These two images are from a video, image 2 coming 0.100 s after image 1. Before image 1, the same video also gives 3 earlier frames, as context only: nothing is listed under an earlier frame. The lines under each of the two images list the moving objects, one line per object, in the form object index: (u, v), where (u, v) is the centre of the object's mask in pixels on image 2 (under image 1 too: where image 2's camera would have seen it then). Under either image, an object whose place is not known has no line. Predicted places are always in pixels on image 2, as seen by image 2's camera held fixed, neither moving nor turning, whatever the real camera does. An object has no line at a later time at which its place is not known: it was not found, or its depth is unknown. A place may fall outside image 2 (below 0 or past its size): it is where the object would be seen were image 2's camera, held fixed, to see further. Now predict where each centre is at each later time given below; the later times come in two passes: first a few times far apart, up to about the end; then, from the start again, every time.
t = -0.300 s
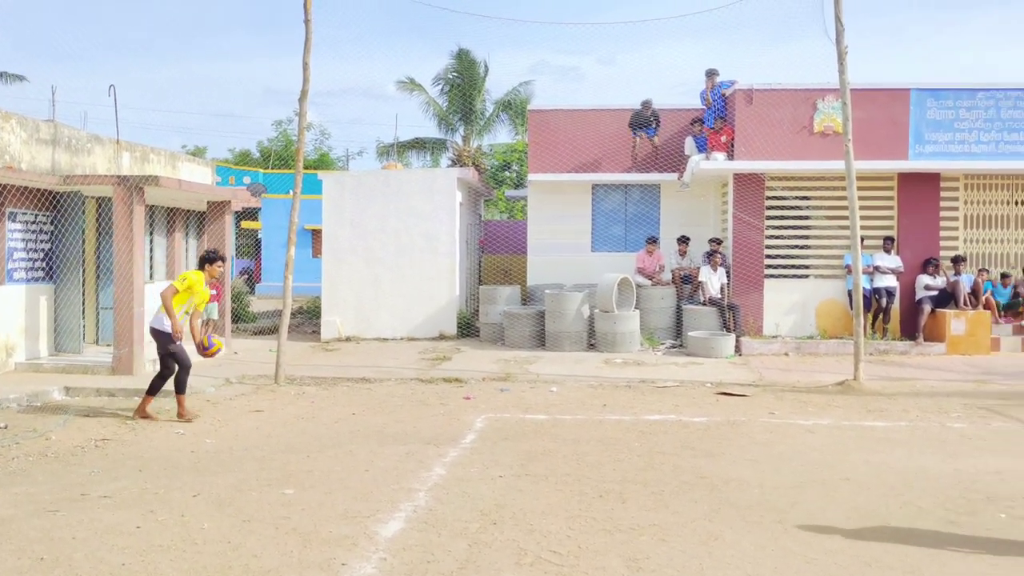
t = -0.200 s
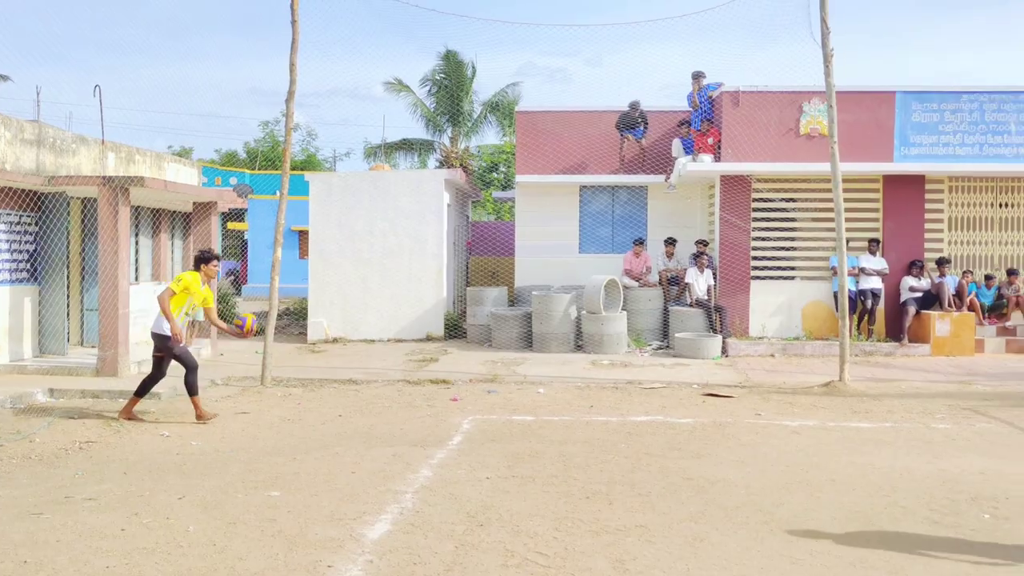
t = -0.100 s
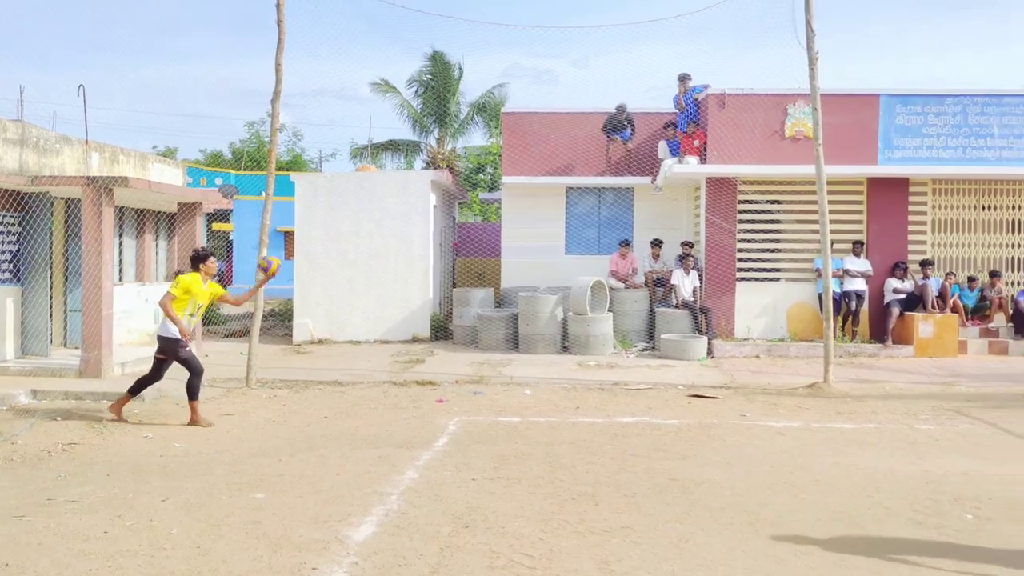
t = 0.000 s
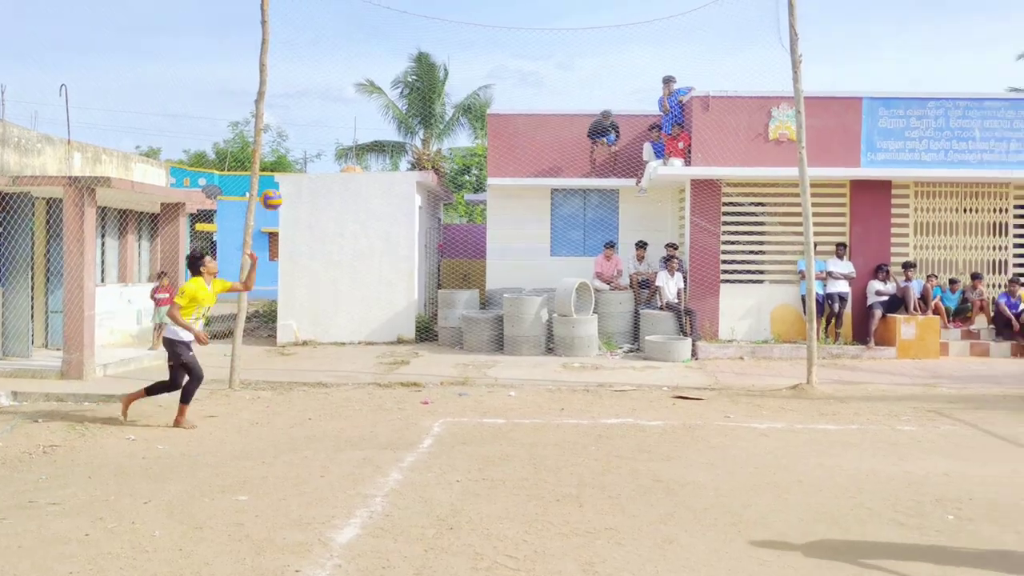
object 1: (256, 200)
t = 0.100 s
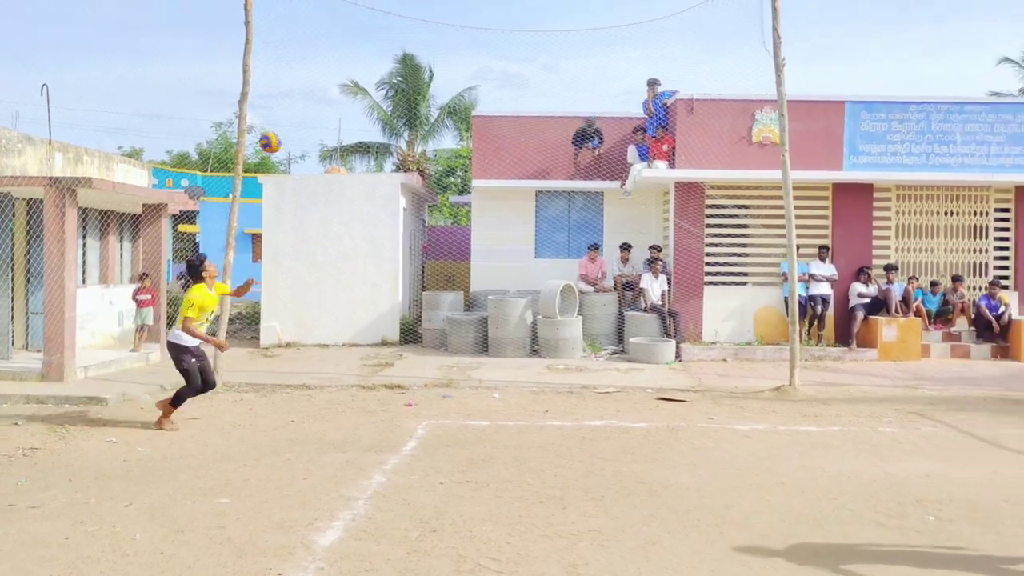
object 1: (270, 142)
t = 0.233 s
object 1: (291, 80)
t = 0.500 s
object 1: (334, 11)
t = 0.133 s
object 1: (275, 125)
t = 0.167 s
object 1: (280, 109)
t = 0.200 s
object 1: (285, 94)
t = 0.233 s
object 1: (291, 80)
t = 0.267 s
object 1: (296, 68)
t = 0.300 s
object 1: (301, 56)
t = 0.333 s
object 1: (307, 45)
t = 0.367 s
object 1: (312, 36)
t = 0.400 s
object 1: (318, 28)
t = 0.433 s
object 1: (323, 21)
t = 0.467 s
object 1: (328, 16)
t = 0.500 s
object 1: (334, 11)
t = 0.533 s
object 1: (339, 7)
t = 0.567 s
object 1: (345, 5)
